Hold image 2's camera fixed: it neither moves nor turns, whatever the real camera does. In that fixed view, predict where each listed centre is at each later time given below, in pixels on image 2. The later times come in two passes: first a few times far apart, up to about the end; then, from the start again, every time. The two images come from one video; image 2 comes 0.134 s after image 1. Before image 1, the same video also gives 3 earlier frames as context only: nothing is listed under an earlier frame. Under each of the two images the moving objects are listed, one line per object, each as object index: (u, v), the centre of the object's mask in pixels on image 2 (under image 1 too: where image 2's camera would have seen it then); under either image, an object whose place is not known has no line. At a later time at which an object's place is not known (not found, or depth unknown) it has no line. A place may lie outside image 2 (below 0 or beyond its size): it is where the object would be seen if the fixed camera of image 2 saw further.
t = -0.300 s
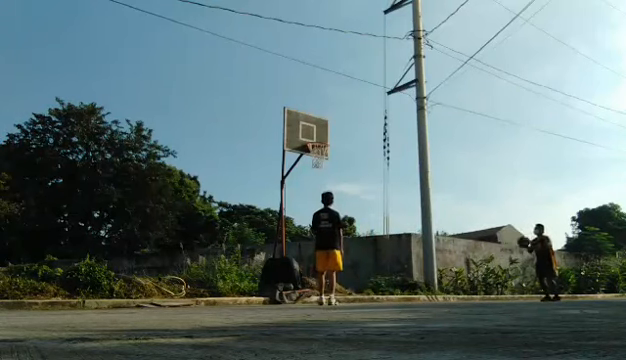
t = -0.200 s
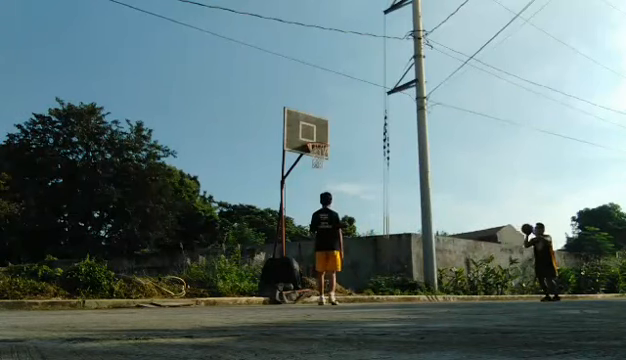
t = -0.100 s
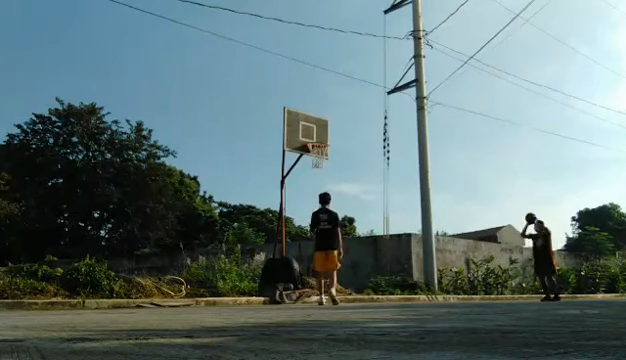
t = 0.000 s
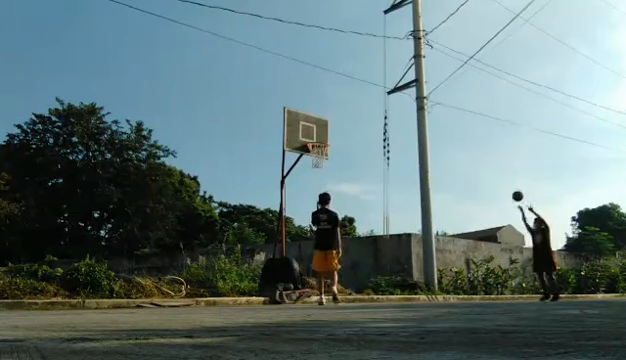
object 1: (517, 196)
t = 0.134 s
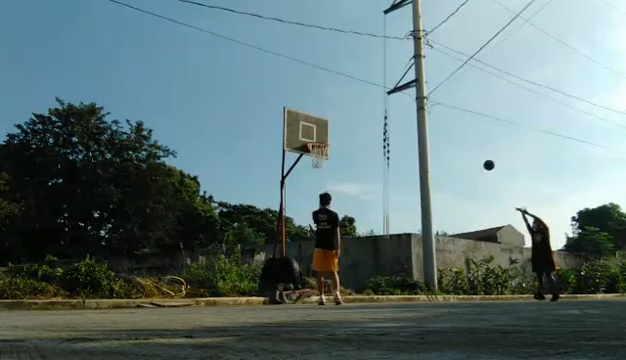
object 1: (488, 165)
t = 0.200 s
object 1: (474, 152)
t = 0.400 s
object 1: (432, 126)
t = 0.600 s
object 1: (390, 117)
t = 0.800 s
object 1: (348, 127)
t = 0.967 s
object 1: (317, 141)
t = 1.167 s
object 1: (320, 142)
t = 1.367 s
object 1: (318, 152)
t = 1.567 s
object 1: (313, 164)
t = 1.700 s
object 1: (310, 179)
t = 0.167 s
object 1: (481, 158)
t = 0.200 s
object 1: (474, 152)
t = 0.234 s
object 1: (467, 146)
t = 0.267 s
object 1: (460, 141)
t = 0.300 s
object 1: (453, 137)
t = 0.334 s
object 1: (446, 133)
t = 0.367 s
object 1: (439, 129)
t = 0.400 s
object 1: (432, 126)
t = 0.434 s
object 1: (426, 123)
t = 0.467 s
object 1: (417, 121)
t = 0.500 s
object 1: (411, 119)
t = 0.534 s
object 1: (404, 118)
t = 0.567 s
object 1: (398, 117)
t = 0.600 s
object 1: (390, 117)
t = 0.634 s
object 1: (383, 118)
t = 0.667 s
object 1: (376, 118)
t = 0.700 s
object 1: (369, 120)
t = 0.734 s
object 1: (362, 122)
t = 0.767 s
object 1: (355, 124)
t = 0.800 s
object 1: (348, 127)
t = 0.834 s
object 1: (340, 131)
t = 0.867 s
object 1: (333, 135)
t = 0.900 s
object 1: (327, 138)
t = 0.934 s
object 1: (322, 139)
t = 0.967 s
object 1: (317, 141)
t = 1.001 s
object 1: (314, 141)
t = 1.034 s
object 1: (314, 141)
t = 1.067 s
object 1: (315, 142)
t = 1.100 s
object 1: (315, 142)
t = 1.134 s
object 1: (317, 142)
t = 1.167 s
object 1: (320, 142)
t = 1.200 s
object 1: (322, 144)
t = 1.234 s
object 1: (322, 144)
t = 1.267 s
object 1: (321, 145)
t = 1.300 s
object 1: (320, 147)
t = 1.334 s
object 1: (320, 149)
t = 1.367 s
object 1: (318, 152)
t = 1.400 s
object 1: (317, 155)
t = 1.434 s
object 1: (316, 157)
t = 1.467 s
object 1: (315, 159)
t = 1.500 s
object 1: (314, 160)
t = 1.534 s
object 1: (314, 162)
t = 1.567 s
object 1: (313, 164)
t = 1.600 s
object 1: (312, 167)
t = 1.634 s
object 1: (312, 170)
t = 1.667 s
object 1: (311, 174)
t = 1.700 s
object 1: (310, 179)
